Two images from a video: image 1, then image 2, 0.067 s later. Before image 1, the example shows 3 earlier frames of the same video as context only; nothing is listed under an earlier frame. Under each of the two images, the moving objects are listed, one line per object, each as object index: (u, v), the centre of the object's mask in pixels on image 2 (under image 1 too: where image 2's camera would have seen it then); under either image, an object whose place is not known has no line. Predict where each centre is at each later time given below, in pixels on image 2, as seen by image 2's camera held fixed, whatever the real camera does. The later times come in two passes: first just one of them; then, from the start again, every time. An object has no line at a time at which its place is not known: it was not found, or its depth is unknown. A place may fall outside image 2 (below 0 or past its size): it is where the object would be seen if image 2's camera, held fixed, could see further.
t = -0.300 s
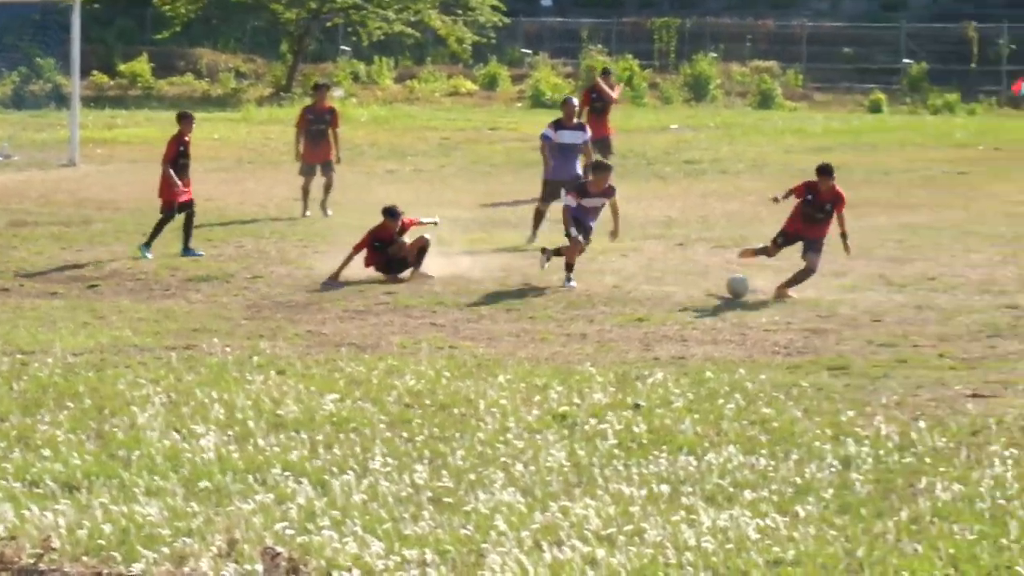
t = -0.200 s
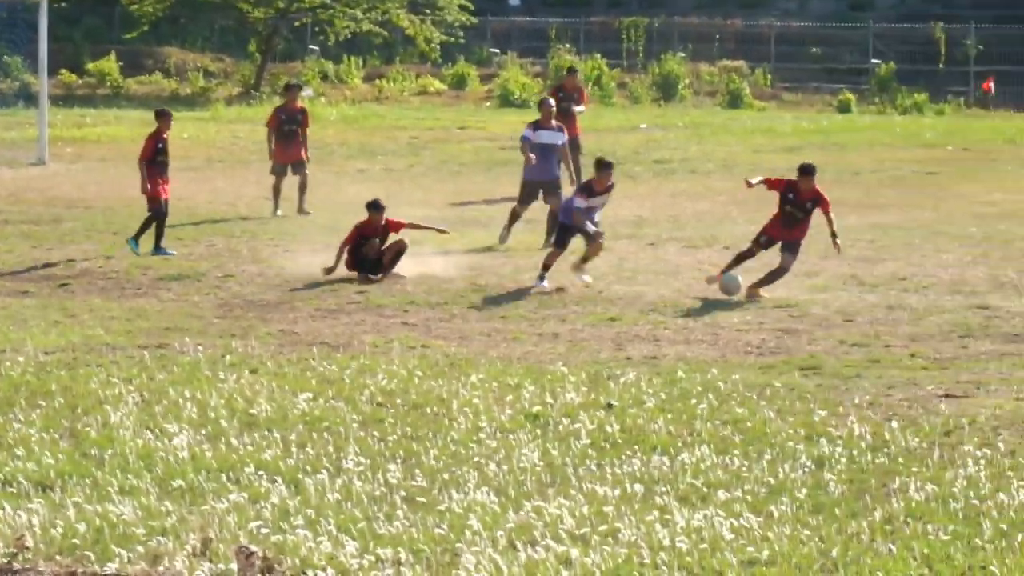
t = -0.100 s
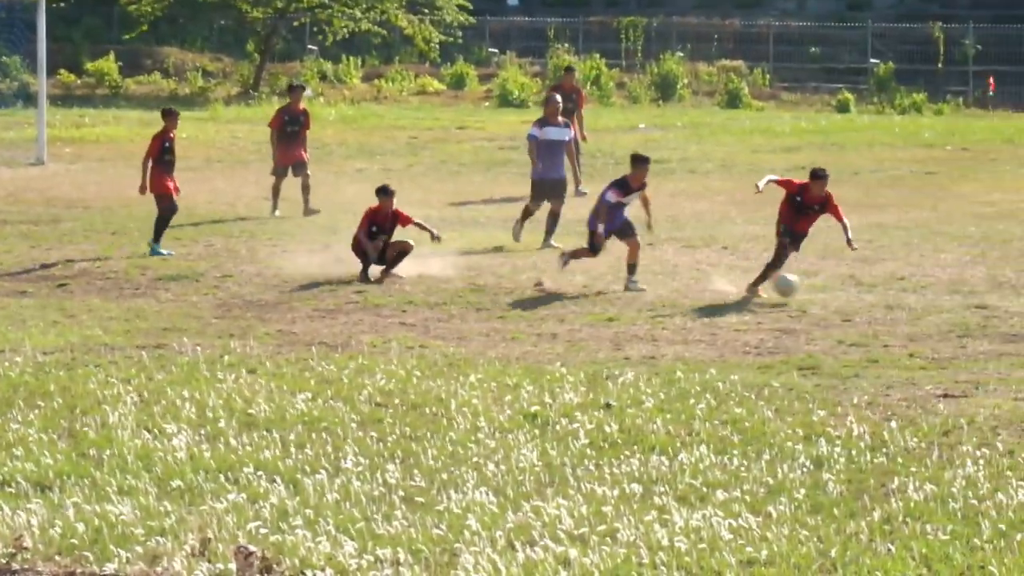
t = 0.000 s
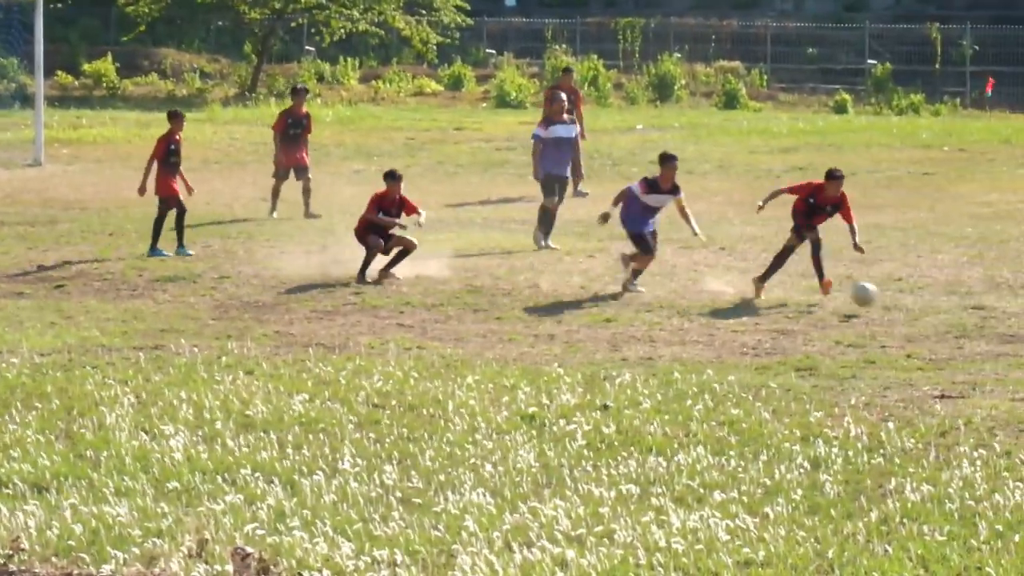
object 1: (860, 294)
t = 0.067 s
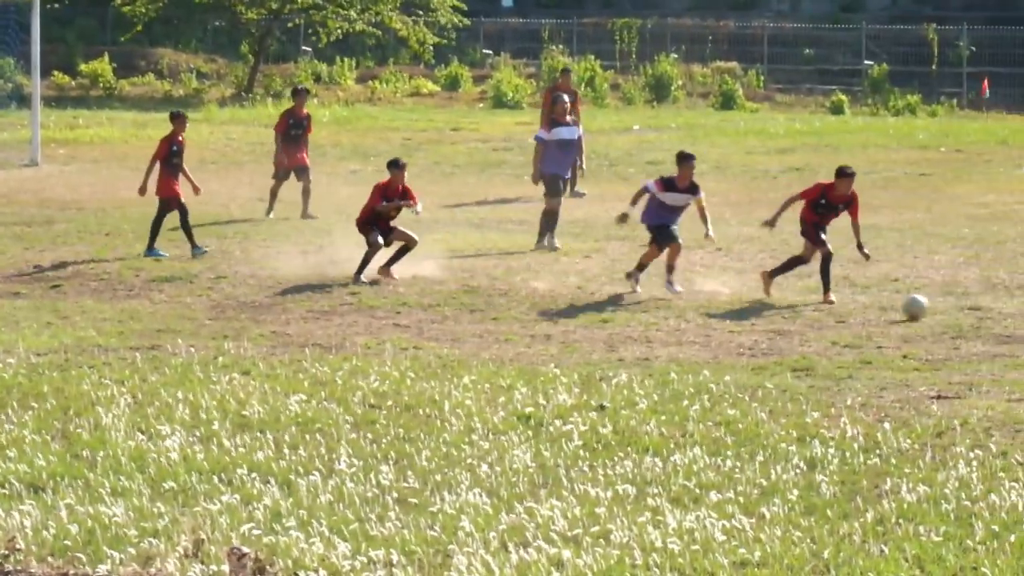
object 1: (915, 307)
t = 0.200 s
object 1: (1019, 315)
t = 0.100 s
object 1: (942, 311)
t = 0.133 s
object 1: (968, 311)
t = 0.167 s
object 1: (994, 313)
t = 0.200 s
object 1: (1019, 315)
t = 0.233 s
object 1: (1046, 319)
